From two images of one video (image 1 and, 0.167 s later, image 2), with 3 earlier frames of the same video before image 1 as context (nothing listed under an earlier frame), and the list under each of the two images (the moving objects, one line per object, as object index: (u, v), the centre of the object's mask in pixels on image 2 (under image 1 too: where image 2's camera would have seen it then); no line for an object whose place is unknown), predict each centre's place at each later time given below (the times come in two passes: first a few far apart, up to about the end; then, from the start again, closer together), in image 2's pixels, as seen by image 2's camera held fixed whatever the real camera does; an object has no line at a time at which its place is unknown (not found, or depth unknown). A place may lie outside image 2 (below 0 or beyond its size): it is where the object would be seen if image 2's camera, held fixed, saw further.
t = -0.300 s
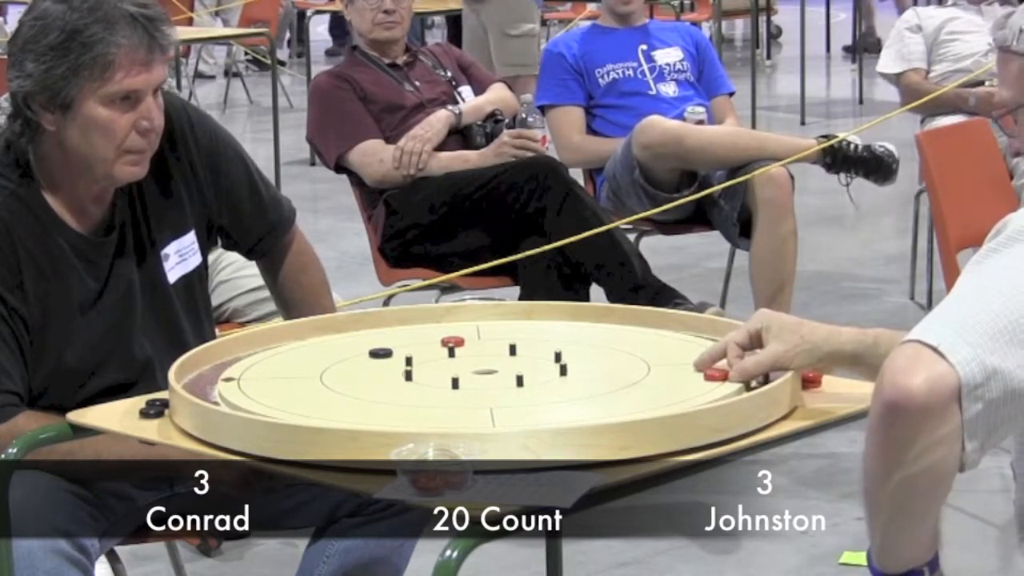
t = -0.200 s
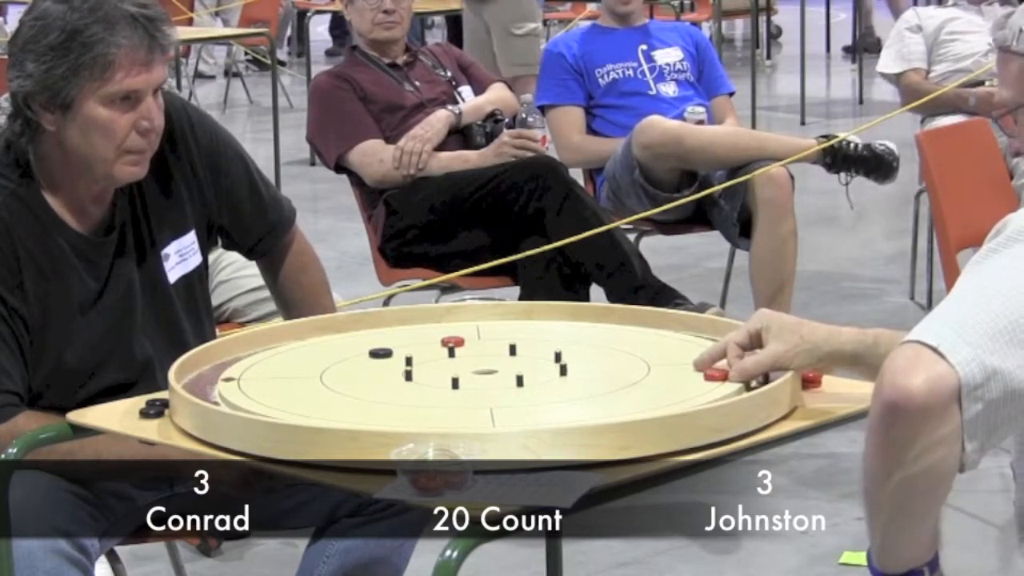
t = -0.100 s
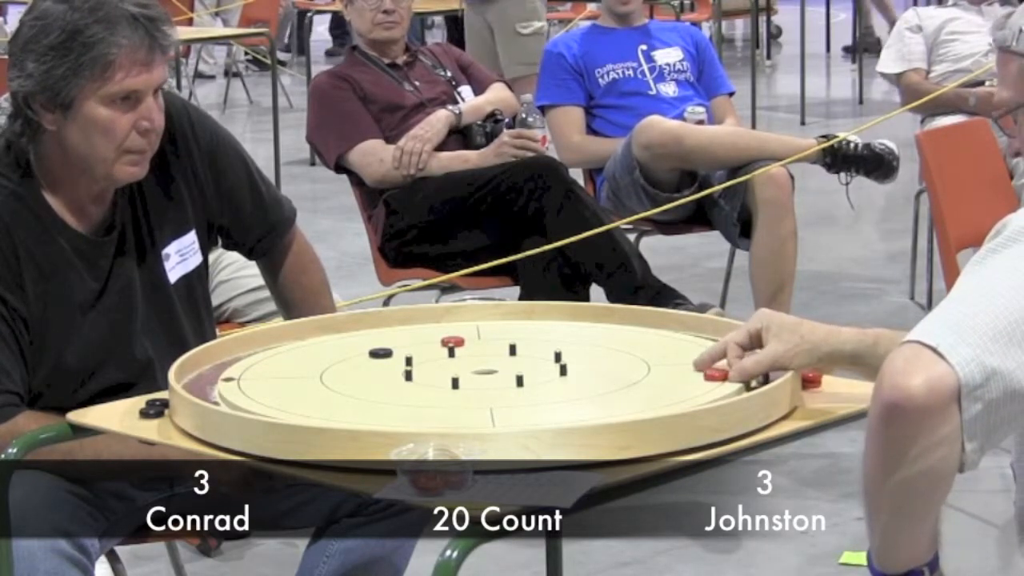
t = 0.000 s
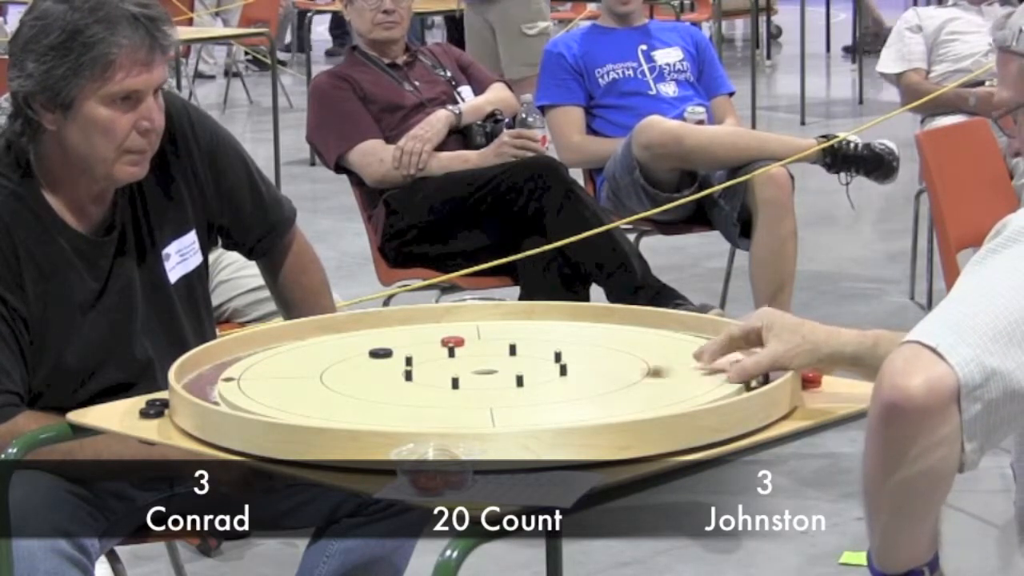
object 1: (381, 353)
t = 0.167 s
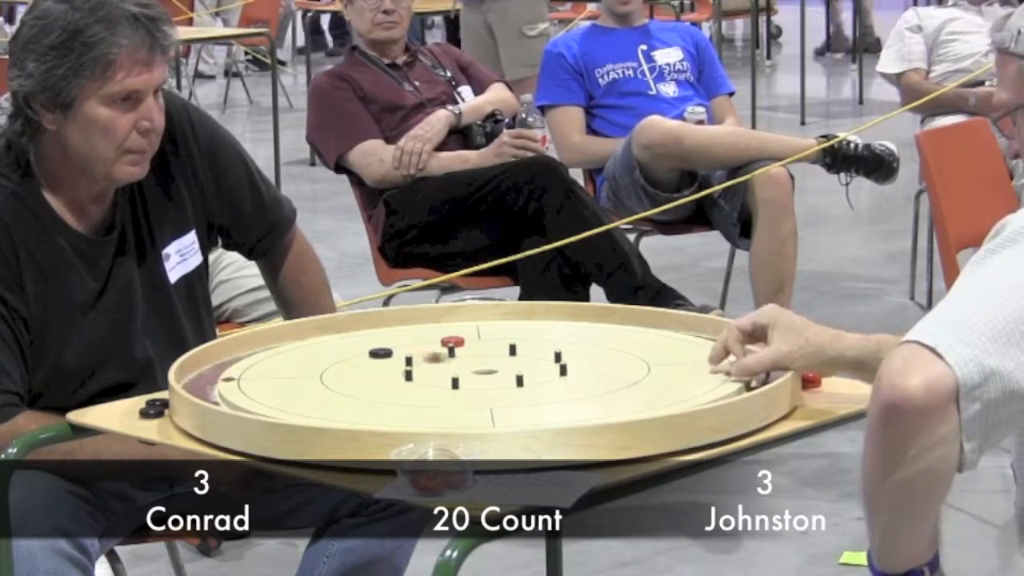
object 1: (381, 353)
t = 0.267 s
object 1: (313, 348)
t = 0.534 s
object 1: (256, 350)
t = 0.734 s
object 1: (254, 350)
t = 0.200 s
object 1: (376, 353)
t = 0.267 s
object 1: (313, 348)
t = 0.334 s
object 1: (257, 345)
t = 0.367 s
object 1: (255, 350)
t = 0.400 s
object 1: (251, 351)
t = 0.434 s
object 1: (252, 351)
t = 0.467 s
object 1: (256, 350)
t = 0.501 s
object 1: (257, 350)
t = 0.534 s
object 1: (256, 350)
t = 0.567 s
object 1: (255, 350)
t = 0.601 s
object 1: (254, 350)
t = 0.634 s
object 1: (254, 350)
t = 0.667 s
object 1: (254, 350)
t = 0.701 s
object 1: (254, 350)
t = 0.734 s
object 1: (254, 350)
